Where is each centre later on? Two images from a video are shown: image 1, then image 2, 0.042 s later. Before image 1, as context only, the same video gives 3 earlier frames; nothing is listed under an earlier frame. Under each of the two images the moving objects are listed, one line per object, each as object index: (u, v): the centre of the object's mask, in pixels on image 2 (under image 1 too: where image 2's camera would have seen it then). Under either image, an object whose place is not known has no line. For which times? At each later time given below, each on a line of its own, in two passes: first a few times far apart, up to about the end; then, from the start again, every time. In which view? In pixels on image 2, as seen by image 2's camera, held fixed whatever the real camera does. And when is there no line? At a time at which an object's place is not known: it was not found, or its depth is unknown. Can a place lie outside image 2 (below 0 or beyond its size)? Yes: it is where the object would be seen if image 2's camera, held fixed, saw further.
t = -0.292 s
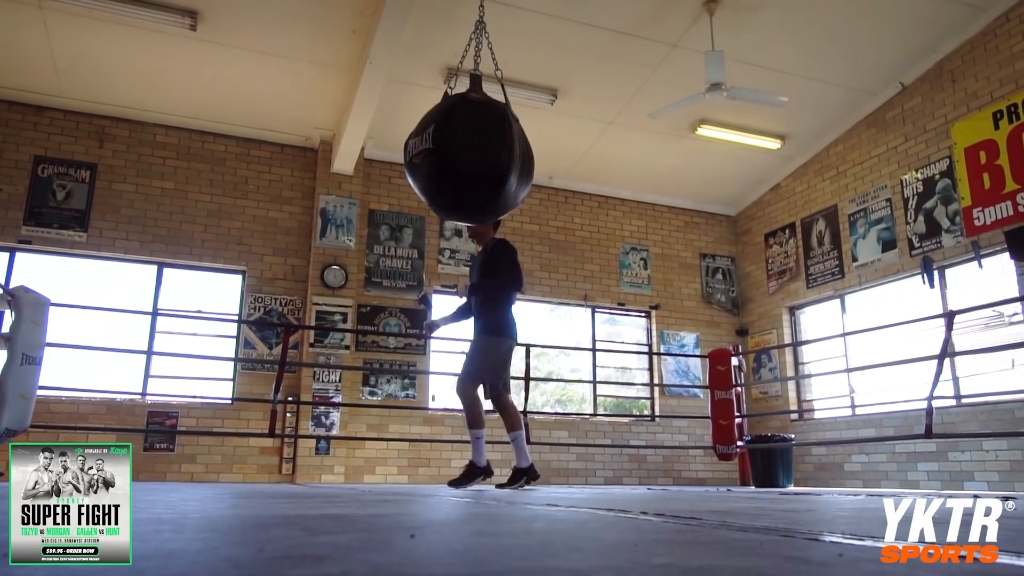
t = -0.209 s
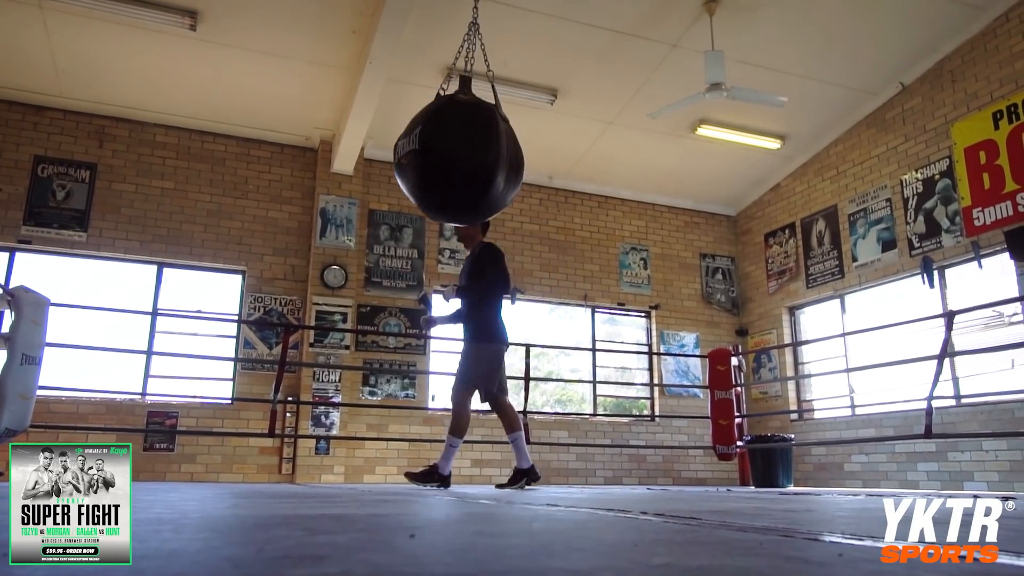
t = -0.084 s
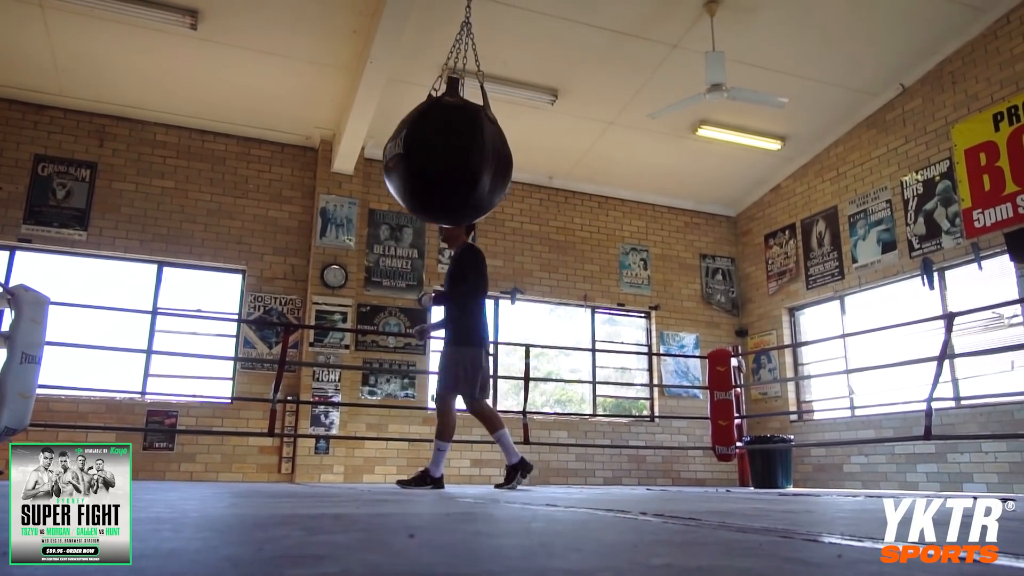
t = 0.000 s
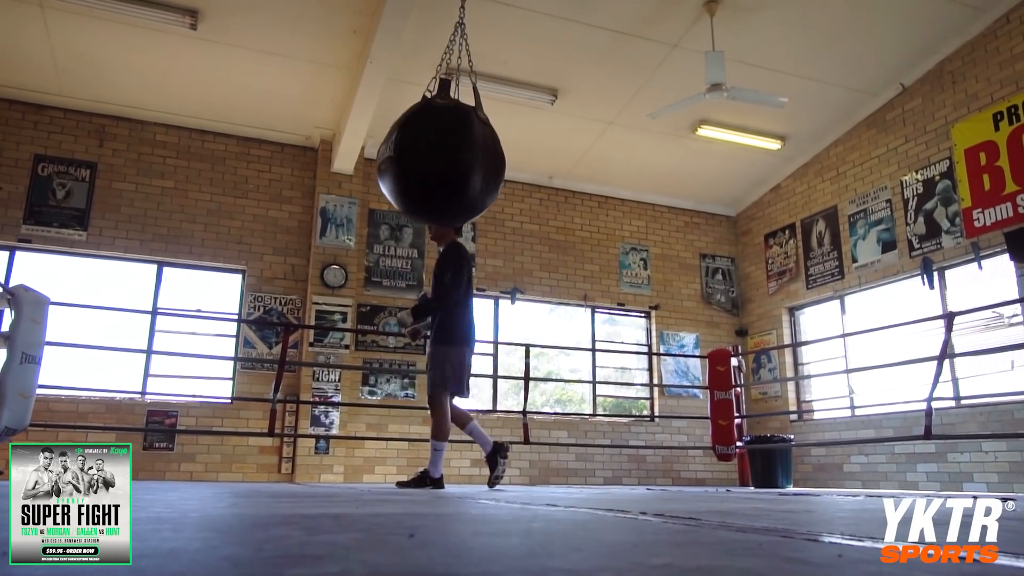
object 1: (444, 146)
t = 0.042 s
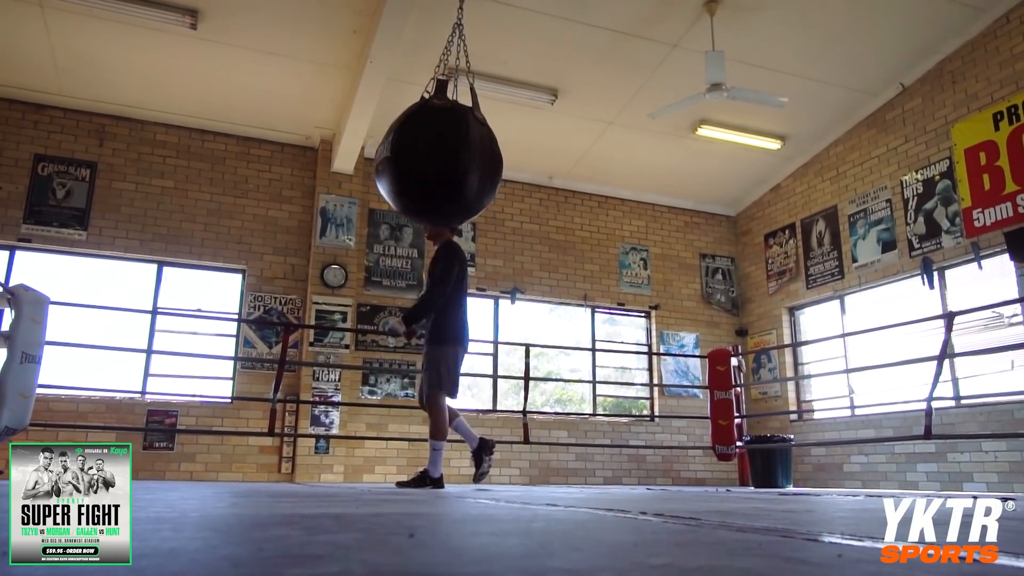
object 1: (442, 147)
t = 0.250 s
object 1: (436, 151)
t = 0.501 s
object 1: (441, 156)
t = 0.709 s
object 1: (455, 160)
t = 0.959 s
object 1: (481, 163)
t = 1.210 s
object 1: (511, 163)
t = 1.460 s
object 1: (538, 160)
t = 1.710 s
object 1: (559, 154)
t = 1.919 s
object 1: (567, 148)
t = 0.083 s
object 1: (440, 148)
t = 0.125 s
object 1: (438, 149)
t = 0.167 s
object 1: (437, 150)
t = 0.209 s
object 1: (436, 151)
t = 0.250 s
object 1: (436, 151)
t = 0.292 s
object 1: (436, 152)
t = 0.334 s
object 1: (436, 153)
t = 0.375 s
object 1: (437, 153)
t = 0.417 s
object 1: (437, 154)
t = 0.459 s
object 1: (439, 155)
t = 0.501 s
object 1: (441, 156)
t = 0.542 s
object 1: (443, 157)
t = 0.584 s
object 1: (445, 158)
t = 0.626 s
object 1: (448, 159)
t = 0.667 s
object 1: (451, 159)
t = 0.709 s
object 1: (455, 160)
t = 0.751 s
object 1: (459, 161)
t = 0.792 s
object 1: (463, 161)
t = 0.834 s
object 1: (467, 162)
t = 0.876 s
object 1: (471, 162)
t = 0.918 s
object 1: (475, 162)
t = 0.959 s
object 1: (481, 163)
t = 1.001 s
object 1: (486, 163)
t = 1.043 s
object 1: (490, 163)
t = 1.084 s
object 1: (495, 163)
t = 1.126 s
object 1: (500, 164)
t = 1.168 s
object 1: (505, 163)
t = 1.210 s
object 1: (511, 163)
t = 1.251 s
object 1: (515, 162)
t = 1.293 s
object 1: (520, 162)
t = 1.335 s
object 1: (524, 161)
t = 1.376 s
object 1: (529, 161)
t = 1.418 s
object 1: (533, 160)
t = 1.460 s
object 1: (538, 160)
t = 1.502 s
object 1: (542, 159)
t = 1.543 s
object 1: (546, 158)
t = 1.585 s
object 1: (550, 158)
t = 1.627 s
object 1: (553, 156)
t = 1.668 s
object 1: (556, 155)
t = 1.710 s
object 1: (559, 154)
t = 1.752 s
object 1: (561, 152)
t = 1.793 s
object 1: (563, 152)
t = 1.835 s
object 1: (564, 151)
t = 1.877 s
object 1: (566, 150)
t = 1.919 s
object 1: (567, 148)
